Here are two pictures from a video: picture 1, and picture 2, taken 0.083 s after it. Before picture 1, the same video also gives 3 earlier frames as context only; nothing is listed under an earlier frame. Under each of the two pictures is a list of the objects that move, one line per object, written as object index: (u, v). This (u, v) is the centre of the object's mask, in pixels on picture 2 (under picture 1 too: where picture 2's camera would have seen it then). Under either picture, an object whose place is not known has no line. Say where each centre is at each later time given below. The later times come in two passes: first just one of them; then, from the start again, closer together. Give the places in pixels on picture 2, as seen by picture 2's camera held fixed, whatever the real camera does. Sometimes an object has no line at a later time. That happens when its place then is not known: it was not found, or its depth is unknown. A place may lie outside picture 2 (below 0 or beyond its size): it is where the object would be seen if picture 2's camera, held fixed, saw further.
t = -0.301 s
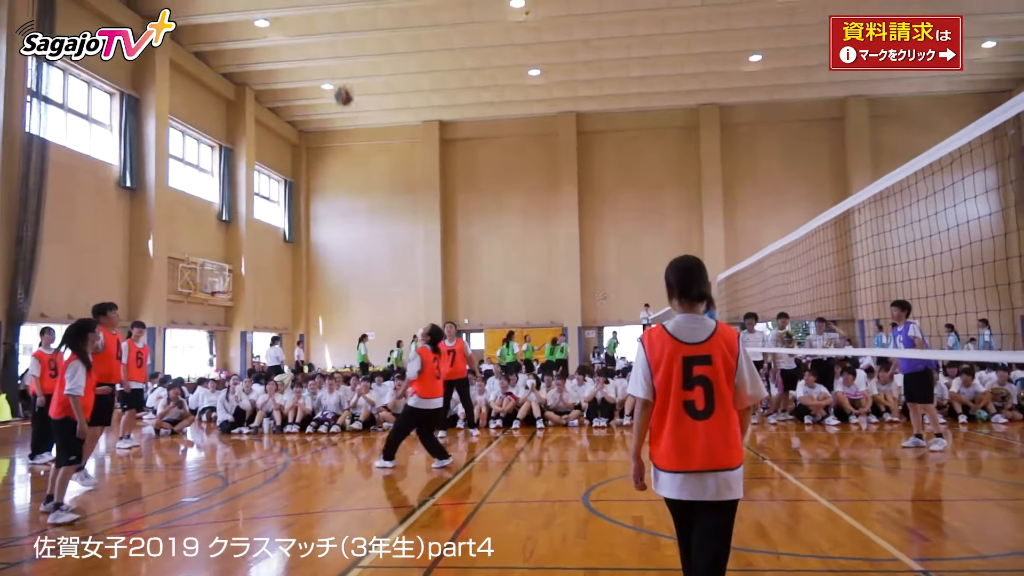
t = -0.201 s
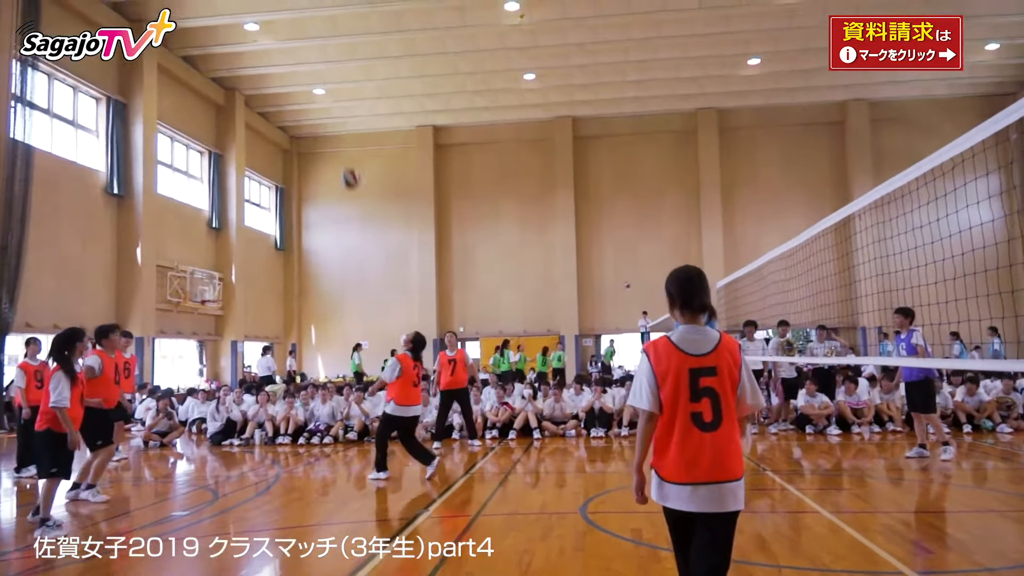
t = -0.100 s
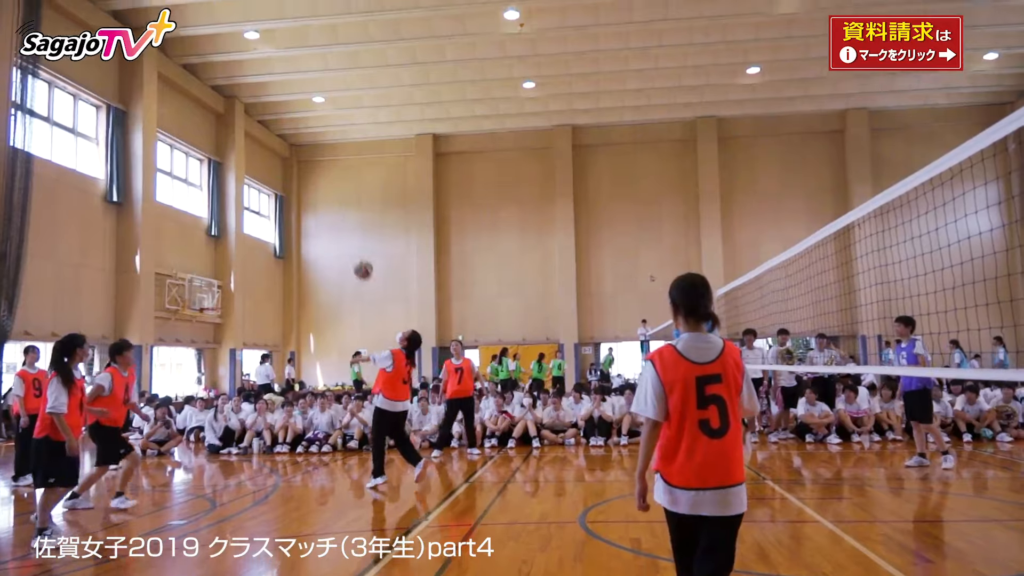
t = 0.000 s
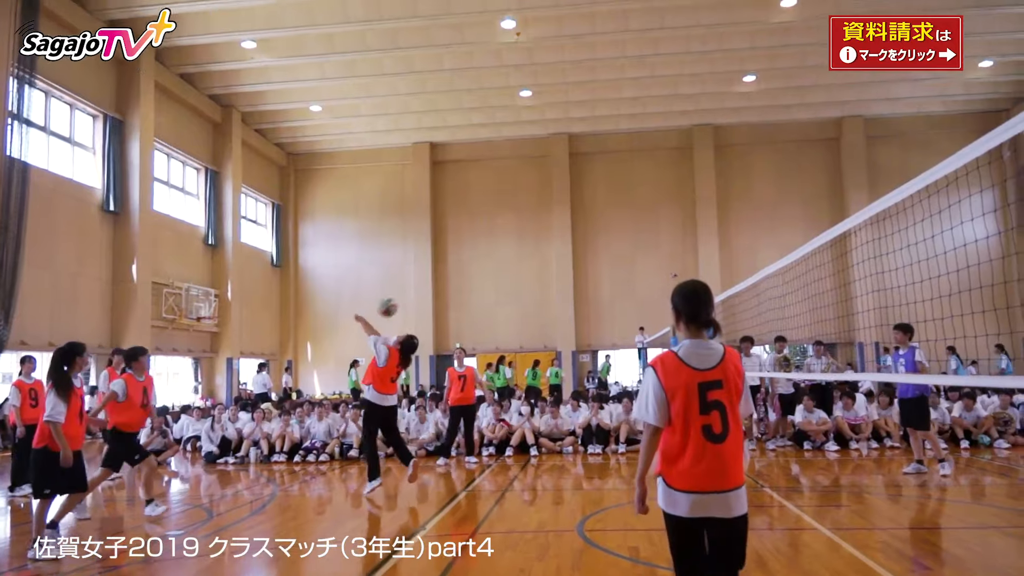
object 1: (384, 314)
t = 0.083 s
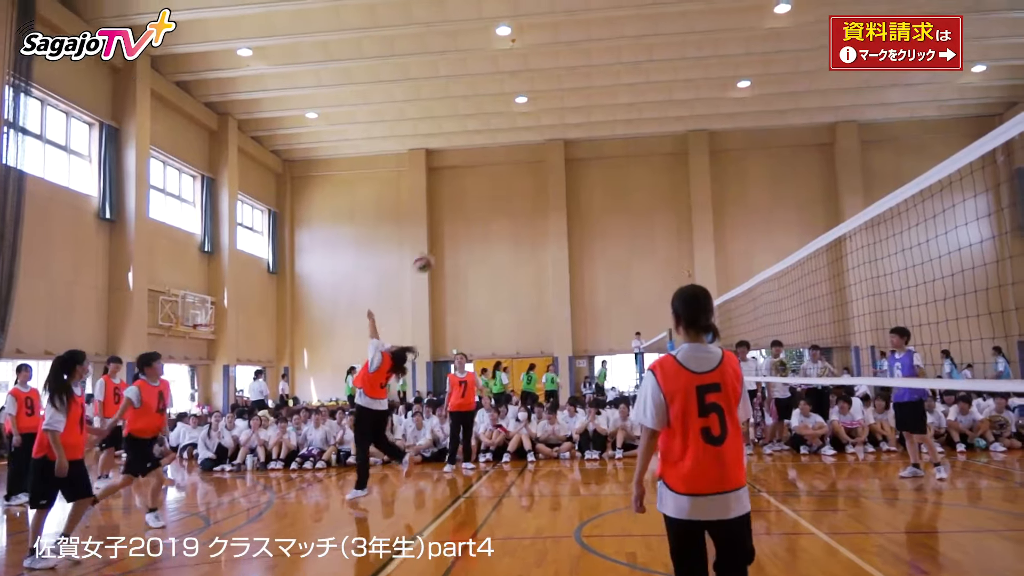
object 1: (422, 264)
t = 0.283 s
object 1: (523, 161)
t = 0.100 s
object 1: (431, 252)
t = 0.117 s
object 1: (438, 244)
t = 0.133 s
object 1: (446, 235)
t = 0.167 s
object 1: (462, 217)
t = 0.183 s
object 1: (471, 209)
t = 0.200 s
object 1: (479, 200)
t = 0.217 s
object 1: (488, 192)
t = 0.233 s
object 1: (497, 183)
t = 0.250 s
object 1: (506, 175)
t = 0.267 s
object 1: (513, 167)
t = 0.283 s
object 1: (523, 161)
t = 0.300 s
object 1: (531, 154)
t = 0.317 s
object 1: (541, 146)
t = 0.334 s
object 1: (549, 141)
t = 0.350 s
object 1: (557, 134)
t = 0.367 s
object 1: (567, 127)
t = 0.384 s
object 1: (578, 121)
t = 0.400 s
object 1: (585, 115)
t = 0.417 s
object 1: (596, 109)
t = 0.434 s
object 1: (606, 101)
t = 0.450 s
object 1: (615, 99)
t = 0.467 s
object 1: (625, 96)
